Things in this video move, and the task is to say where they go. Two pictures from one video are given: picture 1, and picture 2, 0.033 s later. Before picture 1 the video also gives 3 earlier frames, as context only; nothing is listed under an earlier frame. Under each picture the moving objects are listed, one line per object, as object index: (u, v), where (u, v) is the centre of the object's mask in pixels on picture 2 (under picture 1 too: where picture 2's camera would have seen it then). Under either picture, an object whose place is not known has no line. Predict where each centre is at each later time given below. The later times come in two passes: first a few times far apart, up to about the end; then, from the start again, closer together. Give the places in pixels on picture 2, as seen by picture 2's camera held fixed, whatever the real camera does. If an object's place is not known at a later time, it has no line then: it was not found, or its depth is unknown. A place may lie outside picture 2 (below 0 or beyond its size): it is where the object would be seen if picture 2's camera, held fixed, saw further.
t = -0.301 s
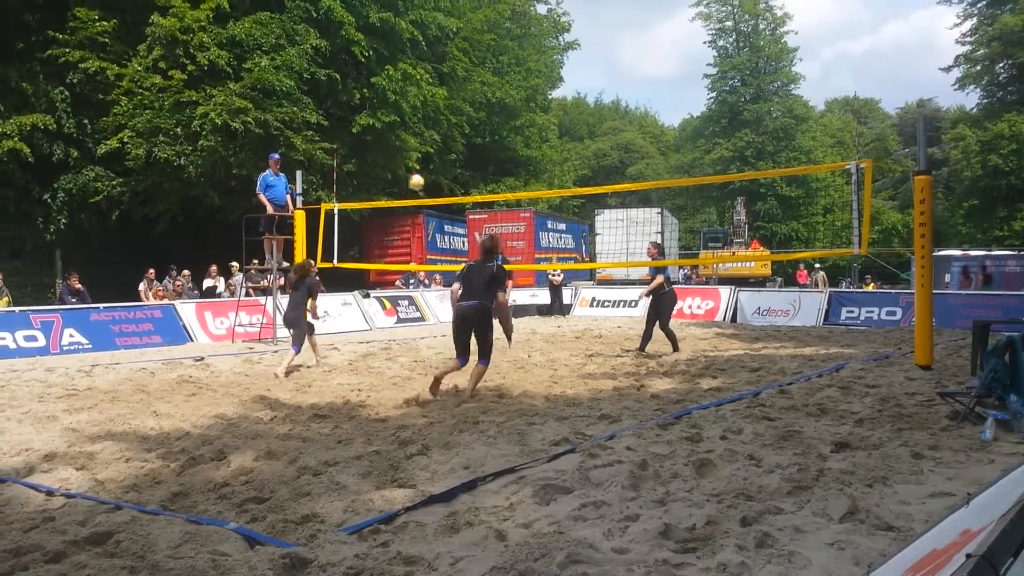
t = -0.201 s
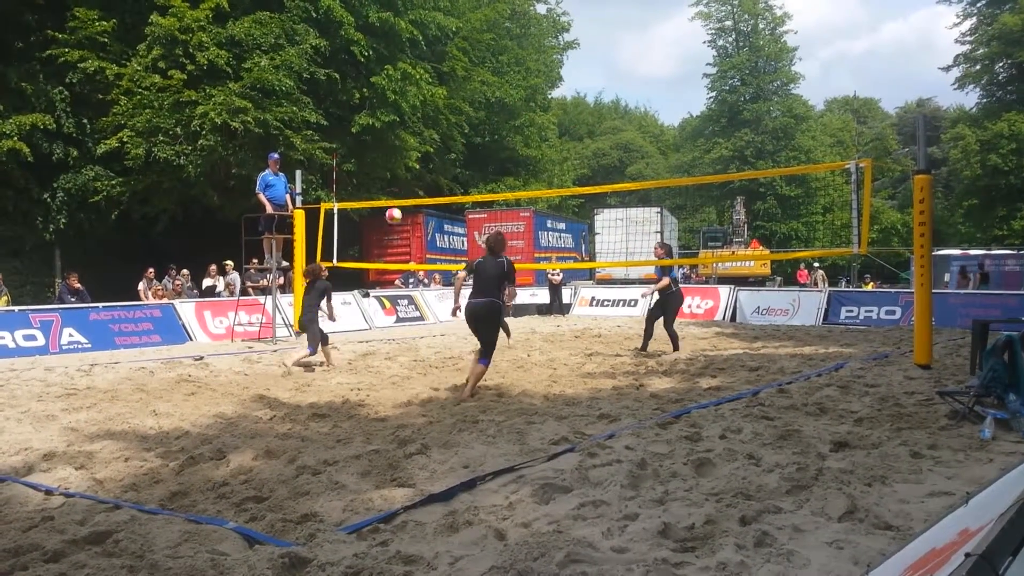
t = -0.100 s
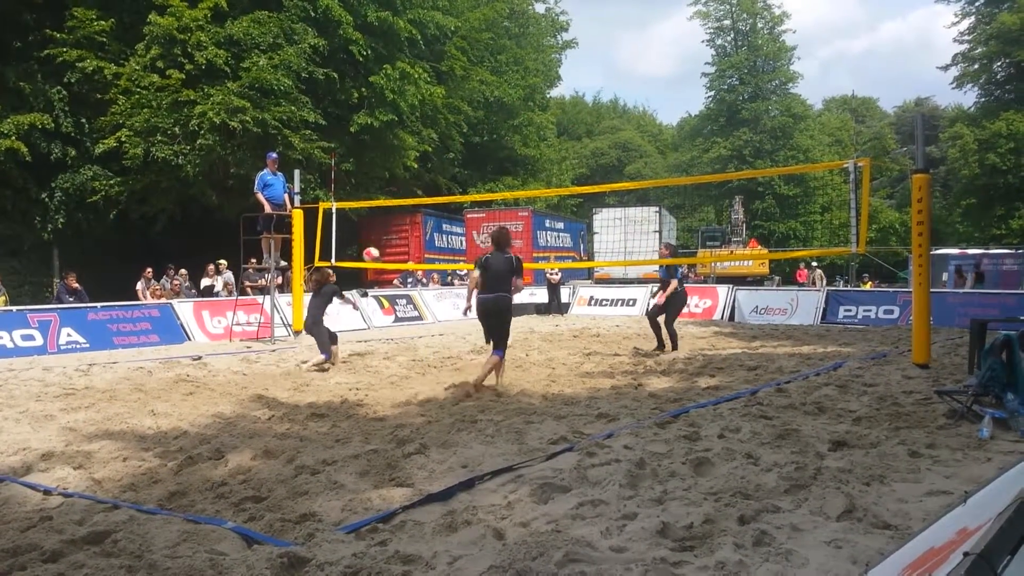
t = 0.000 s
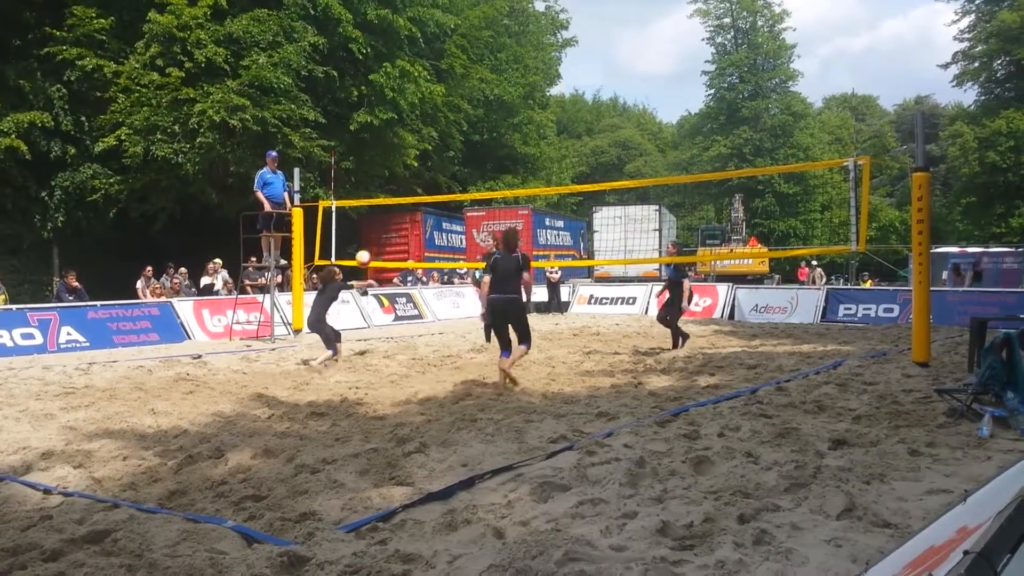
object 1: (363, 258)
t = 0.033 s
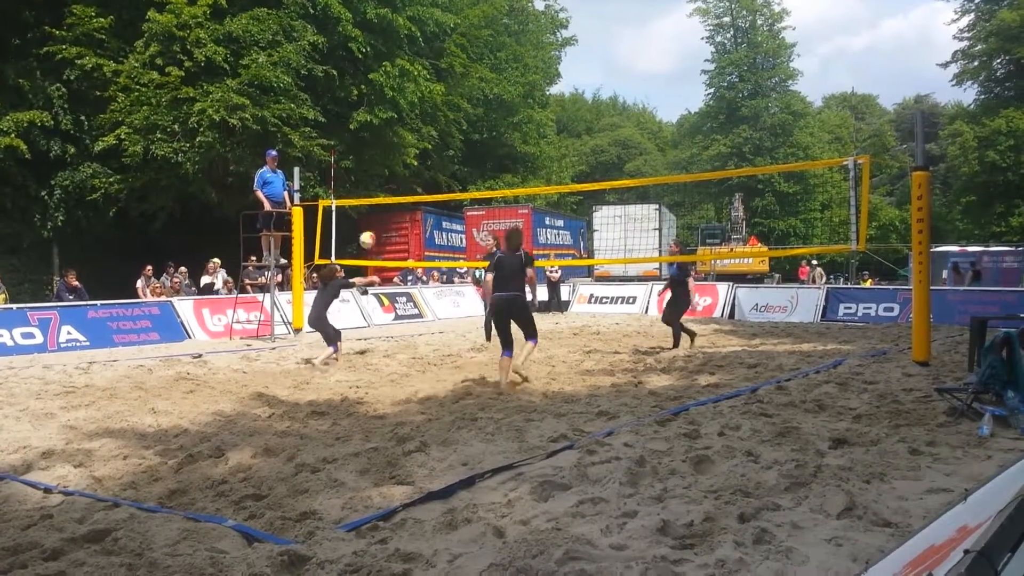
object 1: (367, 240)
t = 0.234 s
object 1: (394, 146)
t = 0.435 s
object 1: (419, 82)
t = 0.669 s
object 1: (452, 43)
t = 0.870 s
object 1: (478, 45)
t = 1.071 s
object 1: (508, 78)
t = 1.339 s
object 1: (546, 172)
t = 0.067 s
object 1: (372, 222)
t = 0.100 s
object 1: (376, 205)
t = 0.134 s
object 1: (380, 189)
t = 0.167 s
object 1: (385, 174)
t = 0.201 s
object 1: (389, 160)
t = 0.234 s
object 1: (394, 146)
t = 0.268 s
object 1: (398, 133)
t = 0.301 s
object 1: (402, 121)
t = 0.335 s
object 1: (407, 110)
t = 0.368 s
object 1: (411, 100)
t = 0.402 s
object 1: (416, 91)
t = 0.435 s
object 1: (419, 82)
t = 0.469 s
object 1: (424, 73)
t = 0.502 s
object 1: (429, 66)
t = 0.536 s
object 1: (433, 60)
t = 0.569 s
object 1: (438, 55)
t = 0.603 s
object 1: (442, 50)
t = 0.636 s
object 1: (447, 46)
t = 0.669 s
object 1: (452, 43)
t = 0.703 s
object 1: (456, 41)
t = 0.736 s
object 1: (461, 40)
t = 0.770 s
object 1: (465, 40)
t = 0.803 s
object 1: (470, 41)
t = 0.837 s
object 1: (474, 42)
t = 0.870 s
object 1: (478, 45)
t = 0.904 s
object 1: (484, 49)
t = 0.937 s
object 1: (489, 53)
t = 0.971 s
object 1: (494, 58)
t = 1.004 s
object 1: (498, 64)
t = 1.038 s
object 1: (502, 70)
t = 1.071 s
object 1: (508, 78)
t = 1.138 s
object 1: (517, 96)
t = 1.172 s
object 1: (521, 107)
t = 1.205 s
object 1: (526, 119)
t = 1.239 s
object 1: (531, 131)
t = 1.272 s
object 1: (536, 144)
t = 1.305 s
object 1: (541, 157)
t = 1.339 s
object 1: (546, 172)
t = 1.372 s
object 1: (551, 187)
